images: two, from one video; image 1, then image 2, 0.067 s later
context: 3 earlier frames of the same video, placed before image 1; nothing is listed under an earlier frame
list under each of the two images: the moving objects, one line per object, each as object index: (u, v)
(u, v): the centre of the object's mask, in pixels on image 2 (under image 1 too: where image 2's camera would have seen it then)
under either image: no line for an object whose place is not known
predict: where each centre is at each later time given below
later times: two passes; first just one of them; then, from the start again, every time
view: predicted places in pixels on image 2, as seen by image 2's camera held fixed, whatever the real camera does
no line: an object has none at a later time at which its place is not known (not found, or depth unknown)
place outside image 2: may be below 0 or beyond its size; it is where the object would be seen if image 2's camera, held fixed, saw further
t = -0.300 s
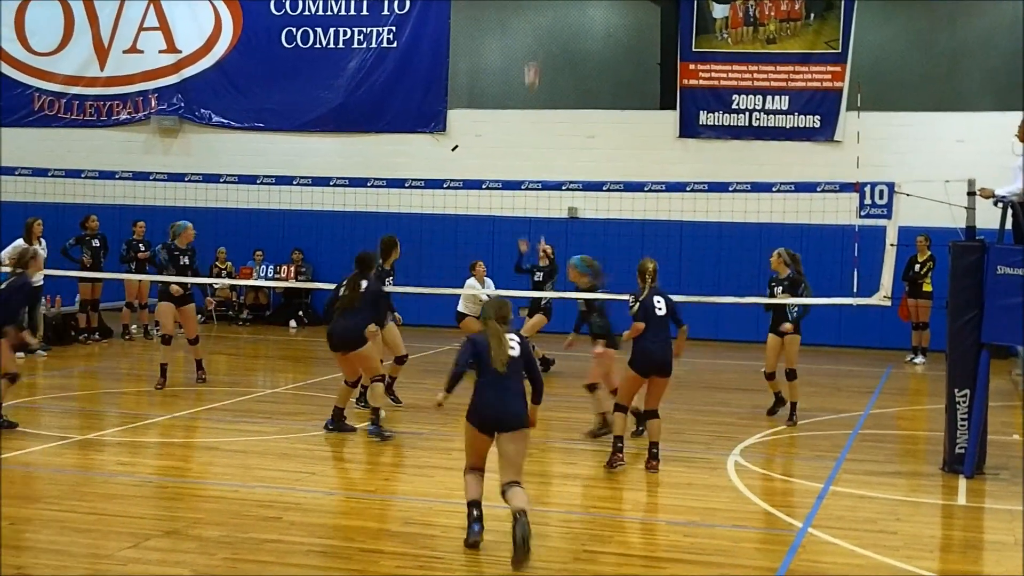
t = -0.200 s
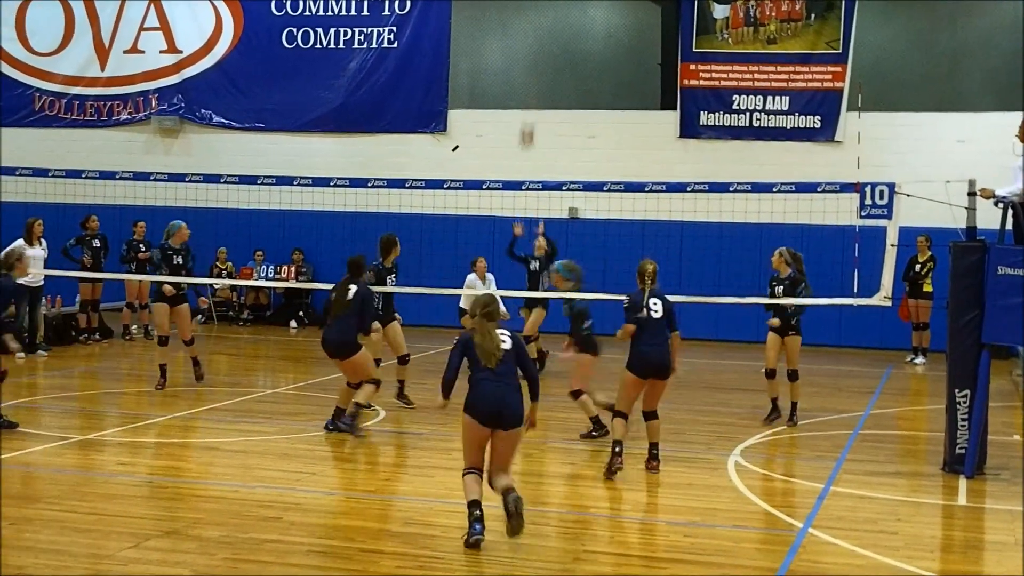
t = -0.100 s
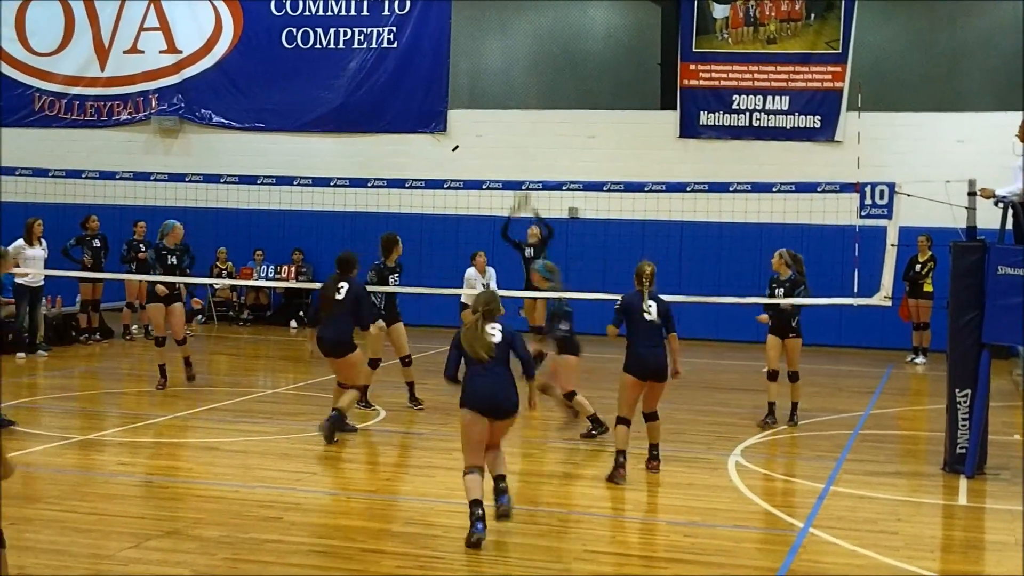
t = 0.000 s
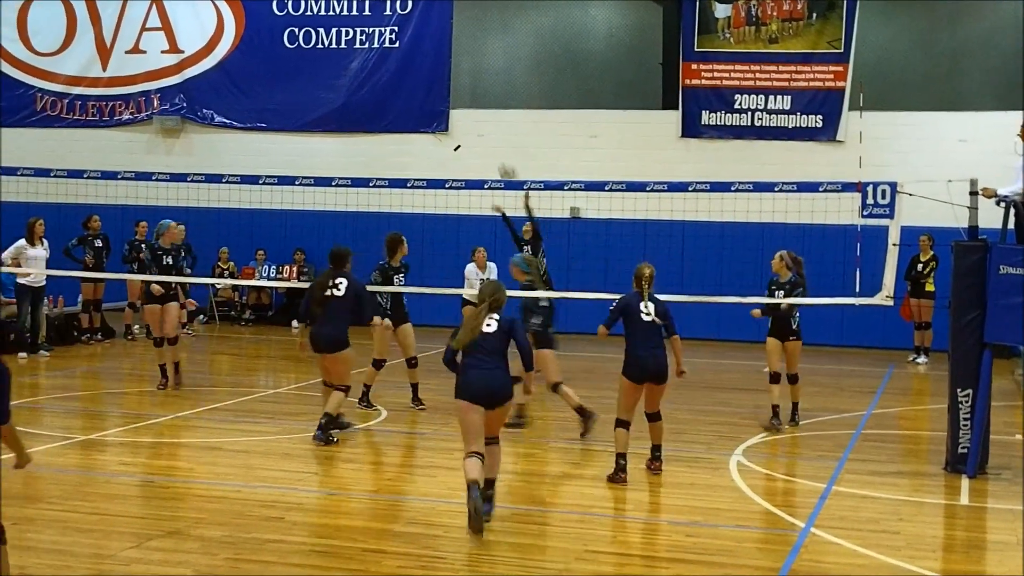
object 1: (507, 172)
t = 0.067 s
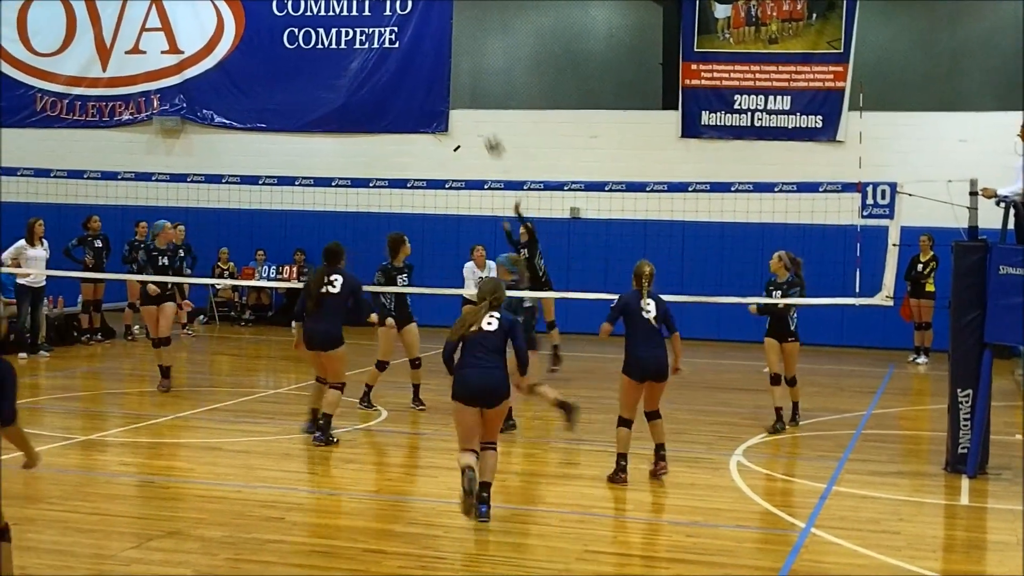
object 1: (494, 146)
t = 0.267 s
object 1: (451, 80)
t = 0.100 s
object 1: (487, 132)
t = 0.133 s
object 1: (481, 119)
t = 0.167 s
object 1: (474, 108)
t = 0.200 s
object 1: (466, 97)
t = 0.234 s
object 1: (459, 89)
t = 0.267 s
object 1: (451, 80)
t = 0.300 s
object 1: (445, 73)
